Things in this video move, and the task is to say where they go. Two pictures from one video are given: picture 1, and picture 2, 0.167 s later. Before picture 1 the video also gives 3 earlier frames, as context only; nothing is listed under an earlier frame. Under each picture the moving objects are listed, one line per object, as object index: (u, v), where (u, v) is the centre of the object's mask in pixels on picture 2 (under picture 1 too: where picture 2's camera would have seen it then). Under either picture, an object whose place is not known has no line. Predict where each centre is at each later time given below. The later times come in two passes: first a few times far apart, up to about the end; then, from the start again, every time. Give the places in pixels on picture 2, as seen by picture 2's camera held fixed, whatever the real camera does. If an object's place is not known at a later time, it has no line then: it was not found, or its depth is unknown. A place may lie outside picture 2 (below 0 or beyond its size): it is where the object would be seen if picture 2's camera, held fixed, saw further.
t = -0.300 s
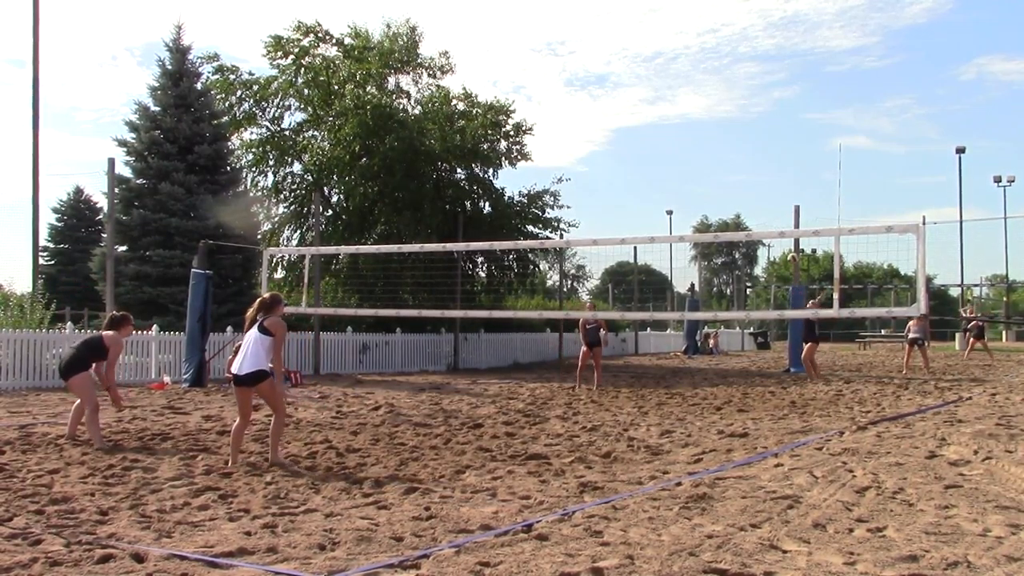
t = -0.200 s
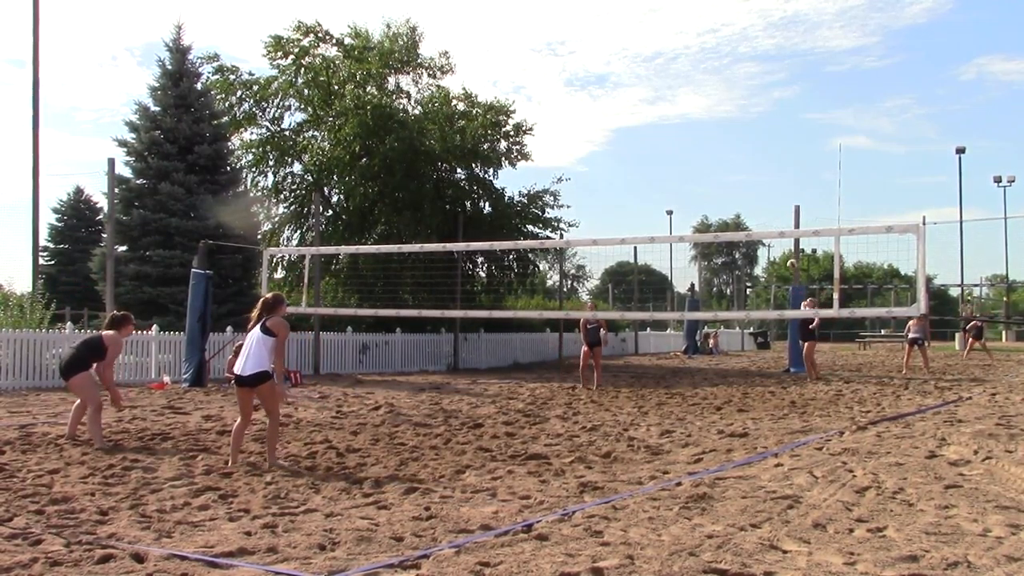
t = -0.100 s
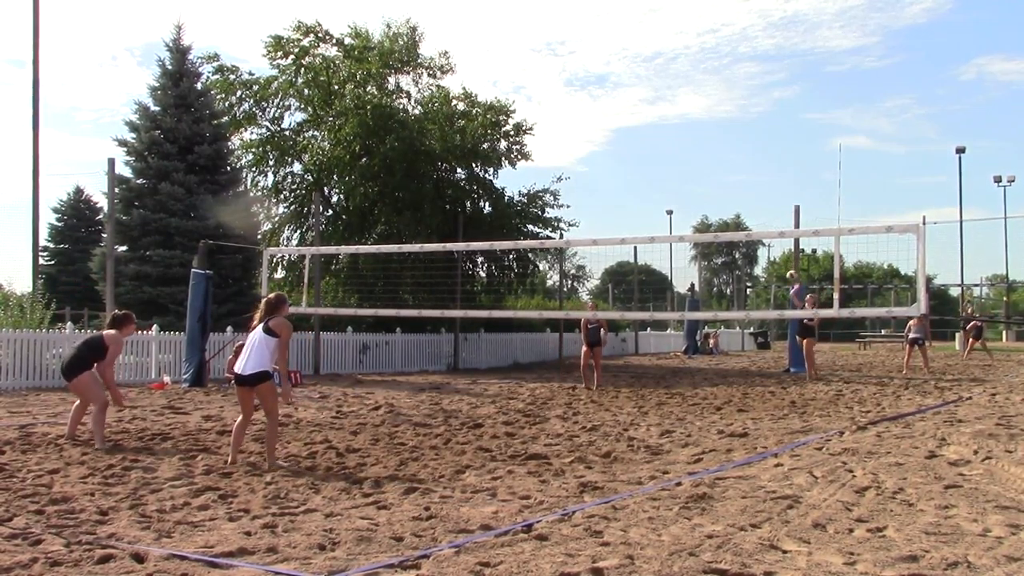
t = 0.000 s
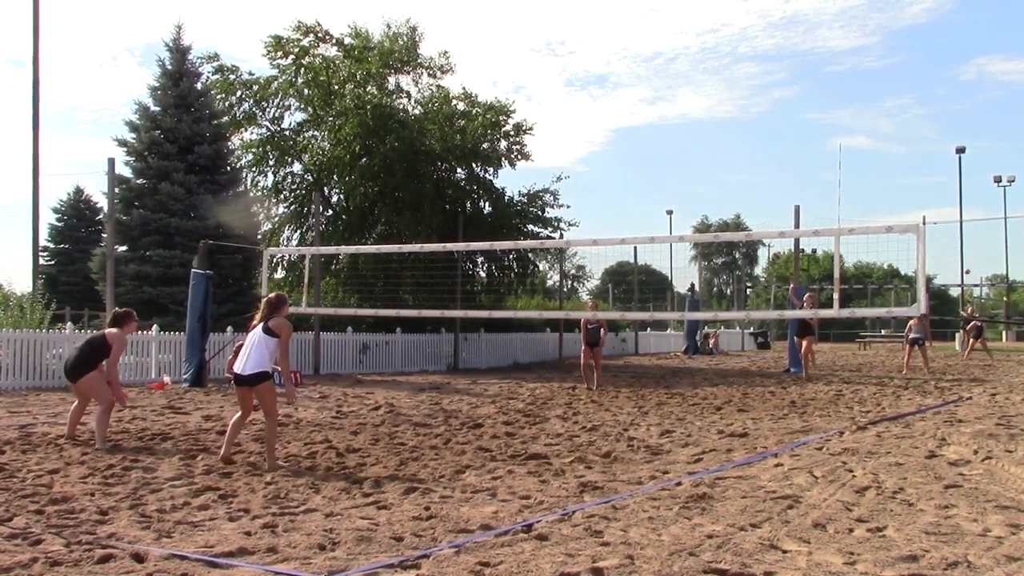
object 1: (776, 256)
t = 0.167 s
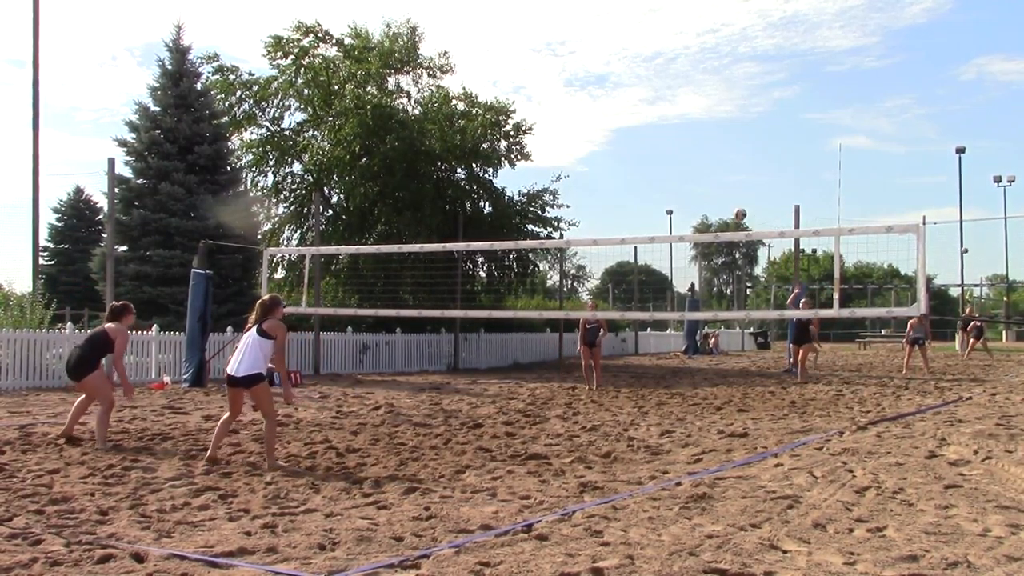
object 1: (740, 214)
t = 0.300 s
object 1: (708, 186)
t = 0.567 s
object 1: (629, 153)
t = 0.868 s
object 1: (509, 171)
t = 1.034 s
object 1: (423, 221)
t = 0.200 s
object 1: (732, 206)
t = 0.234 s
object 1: (724, 199)
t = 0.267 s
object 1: (716, 192)
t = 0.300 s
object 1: (708, 186)
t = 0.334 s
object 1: (699, 180)
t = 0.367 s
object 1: (690, 175)
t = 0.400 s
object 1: (681, 170)
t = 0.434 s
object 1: (671, 166)
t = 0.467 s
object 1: (661, 162)
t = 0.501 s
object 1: (651, 158)
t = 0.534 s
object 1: (640, 155)
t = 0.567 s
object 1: (629, 153)
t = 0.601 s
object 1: (618, 152)
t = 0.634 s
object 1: (606, 151)
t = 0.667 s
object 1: (594, 151)
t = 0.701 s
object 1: (581, 152)
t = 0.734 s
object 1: (568, 154)
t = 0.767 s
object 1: (554, 156)
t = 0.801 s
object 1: (540, 161)
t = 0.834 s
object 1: (525, 165)
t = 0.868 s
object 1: (509, 171)
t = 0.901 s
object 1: (493, 178)
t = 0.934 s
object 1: (477, 187)
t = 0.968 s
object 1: (459, 197)
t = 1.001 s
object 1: (442, 209)
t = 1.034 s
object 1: (423, 221)
